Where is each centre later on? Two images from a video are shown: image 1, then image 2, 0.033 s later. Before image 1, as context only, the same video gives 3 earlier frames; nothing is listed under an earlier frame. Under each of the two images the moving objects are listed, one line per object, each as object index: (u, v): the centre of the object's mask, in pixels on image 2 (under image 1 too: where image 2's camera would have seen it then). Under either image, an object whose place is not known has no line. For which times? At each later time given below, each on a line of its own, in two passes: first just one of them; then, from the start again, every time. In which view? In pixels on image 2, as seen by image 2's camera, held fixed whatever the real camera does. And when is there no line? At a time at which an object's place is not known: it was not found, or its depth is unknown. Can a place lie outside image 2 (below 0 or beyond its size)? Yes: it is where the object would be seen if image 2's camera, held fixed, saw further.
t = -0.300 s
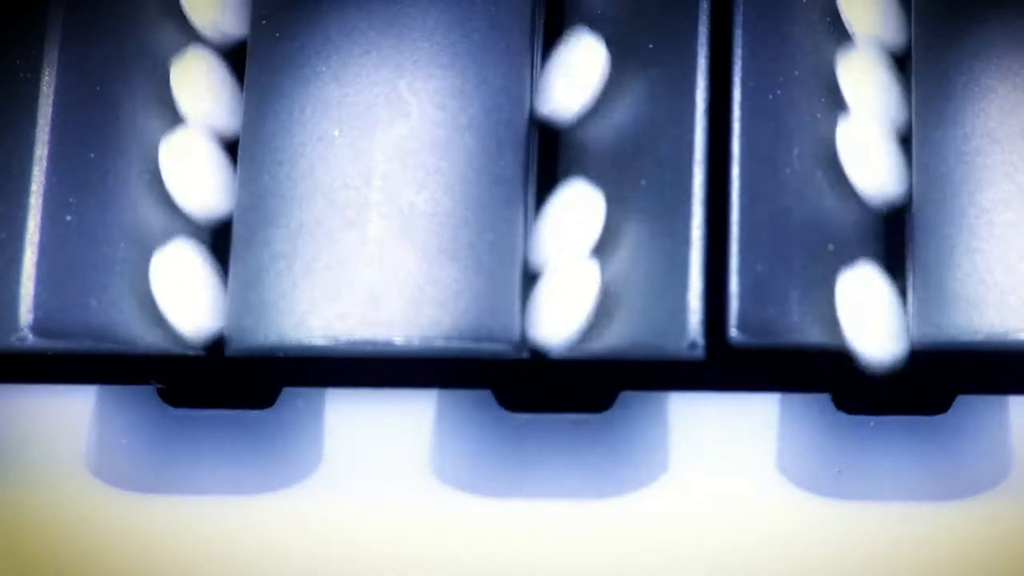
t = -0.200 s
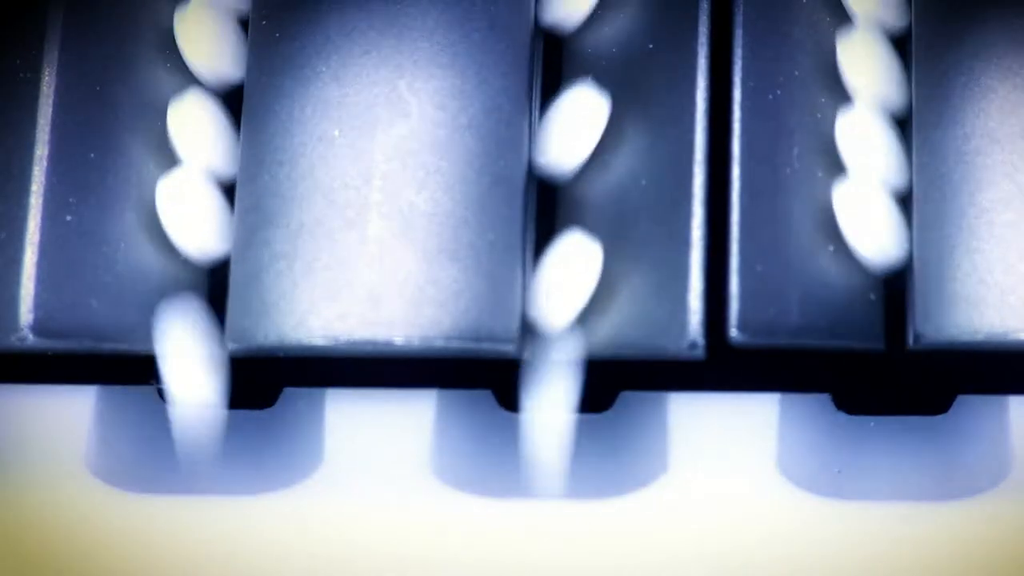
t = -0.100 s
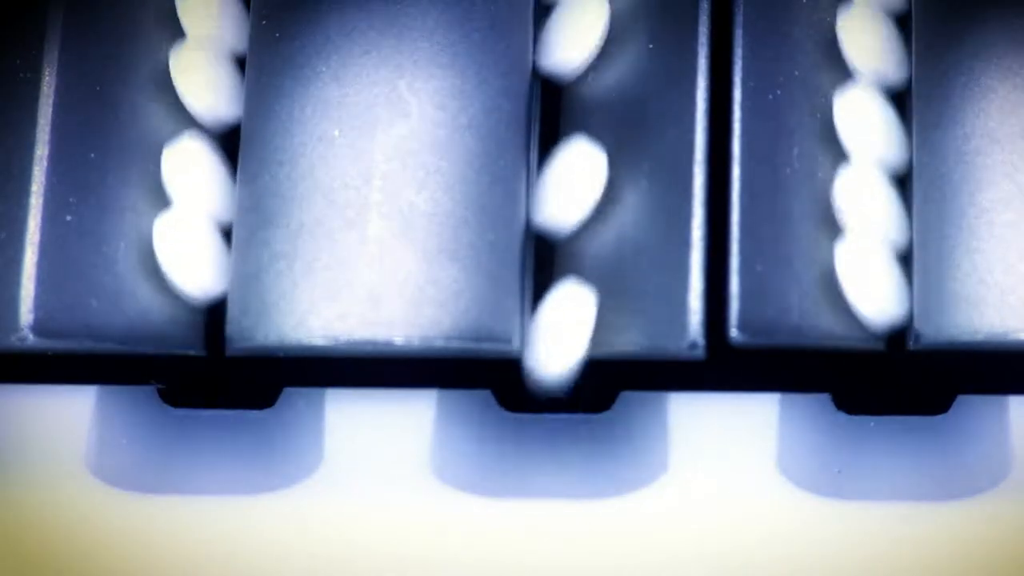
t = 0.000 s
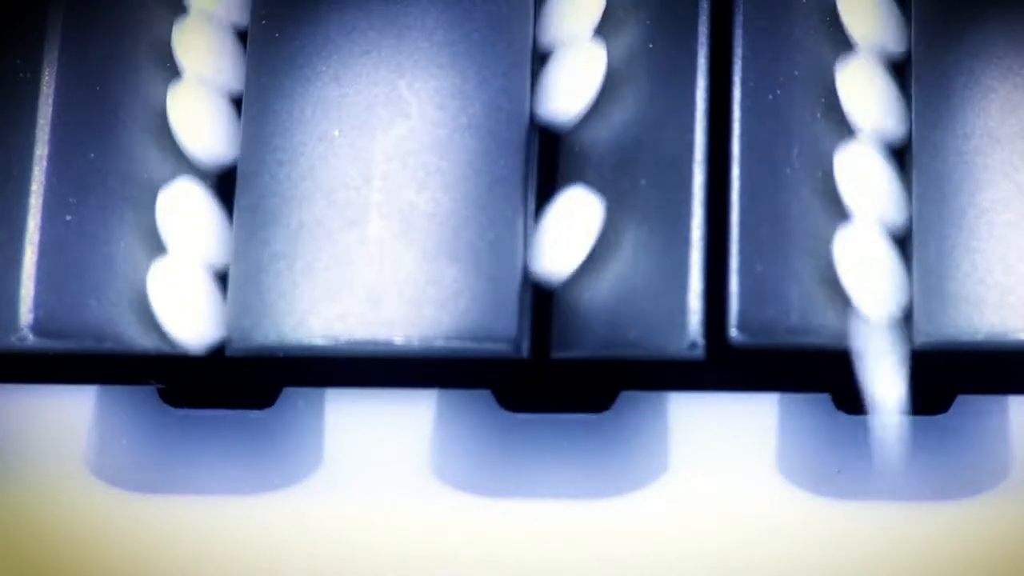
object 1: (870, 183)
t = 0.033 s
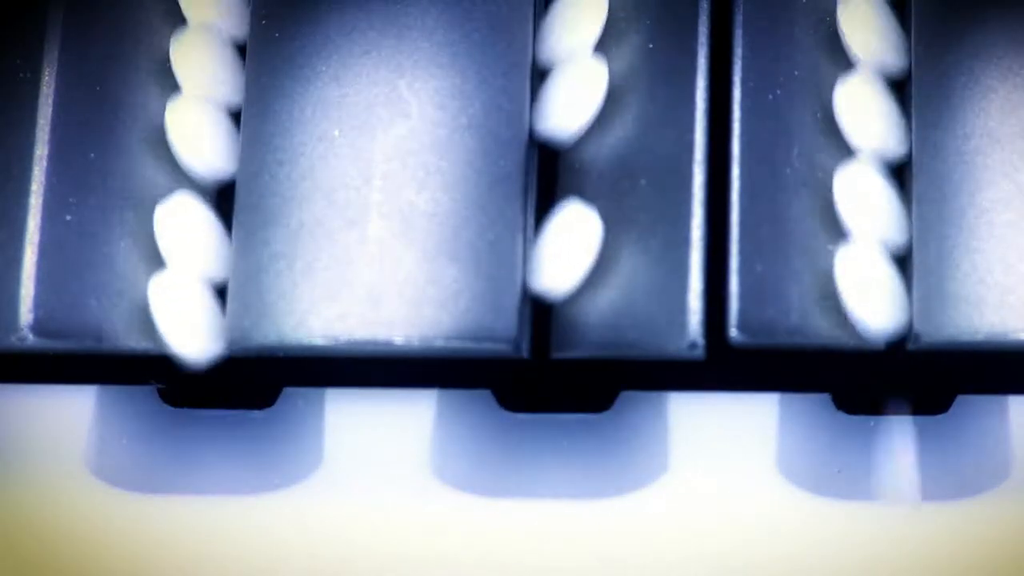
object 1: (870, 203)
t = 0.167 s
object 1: (871, 281)
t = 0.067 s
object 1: (871, 222)
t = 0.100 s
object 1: (870, 243)
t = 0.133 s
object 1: (872, 264)
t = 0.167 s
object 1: (871, 281)
